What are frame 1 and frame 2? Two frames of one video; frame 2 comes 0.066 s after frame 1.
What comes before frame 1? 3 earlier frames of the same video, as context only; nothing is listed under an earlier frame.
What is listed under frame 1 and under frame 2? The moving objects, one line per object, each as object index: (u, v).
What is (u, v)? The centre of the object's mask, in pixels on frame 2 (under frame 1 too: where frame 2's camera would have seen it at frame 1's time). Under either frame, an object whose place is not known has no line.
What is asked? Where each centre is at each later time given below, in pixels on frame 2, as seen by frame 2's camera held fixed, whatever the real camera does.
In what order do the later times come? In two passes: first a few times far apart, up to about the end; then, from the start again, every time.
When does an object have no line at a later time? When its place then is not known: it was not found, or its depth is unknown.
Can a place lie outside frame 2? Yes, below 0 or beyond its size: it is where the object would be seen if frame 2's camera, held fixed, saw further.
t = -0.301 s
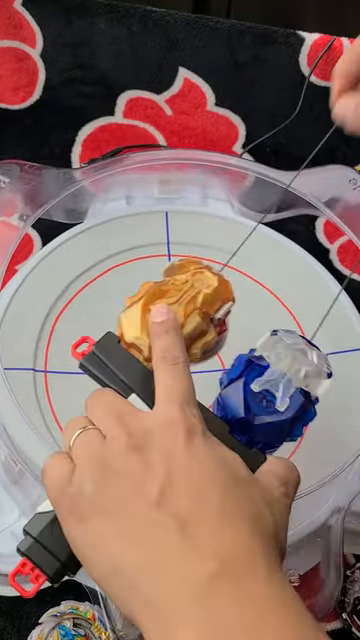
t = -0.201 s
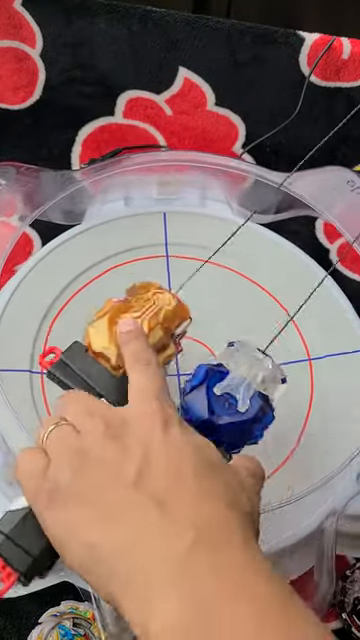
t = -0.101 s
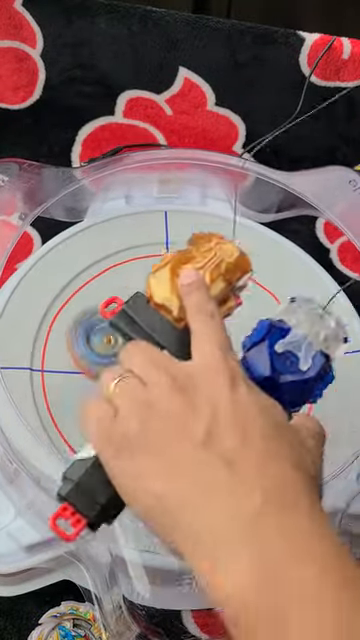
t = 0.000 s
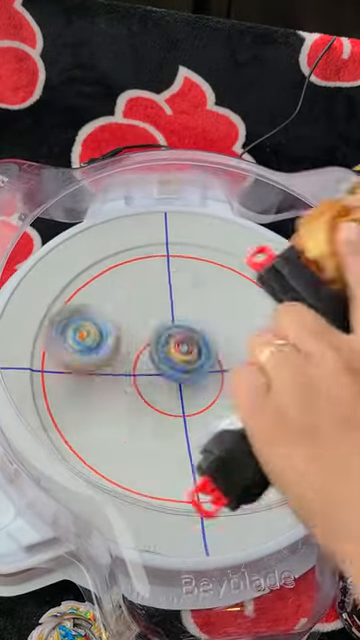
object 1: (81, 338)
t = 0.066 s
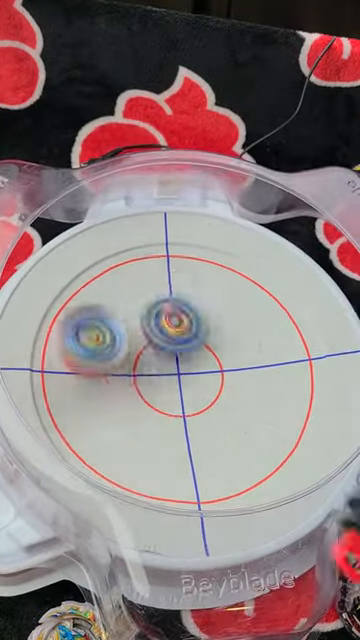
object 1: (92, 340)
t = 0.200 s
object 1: (132, 350)
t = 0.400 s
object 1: (217, 310)
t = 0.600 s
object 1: (224, 259)
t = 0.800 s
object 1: (136, 267)
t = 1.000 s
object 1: (79, 385)
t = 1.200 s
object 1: (252, 480)
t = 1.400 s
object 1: (325, 329)
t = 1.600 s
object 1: (107, 250)
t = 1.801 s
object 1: (175, 491)
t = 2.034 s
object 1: (244, 250)
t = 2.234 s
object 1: (120, 254)
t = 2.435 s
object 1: (99, 412)
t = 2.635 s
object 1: (238, 498)
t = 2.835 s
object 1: (336, 412)
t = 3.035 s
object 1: (300, 318)
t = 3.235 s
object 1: (107, 273)
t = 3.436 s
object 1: (29, 345)
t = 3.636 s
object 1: (196, 441)
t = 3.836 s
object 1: (322, 392)
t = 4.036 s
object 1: (275, 273)
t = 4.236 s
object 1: (117, 234)
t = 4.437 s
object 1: (47, 387)
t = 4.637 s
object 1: (237, 481)
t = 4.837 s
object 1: (324, 321)
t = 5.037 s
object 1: (205, 243)
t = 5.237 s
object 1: (124, 314)
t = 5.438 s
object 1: (181, 439)
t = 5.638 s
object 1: (278, 437)
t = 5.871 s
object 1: (298, 336)
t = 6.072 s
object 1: (251, 294)
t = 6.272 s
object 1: (214, 361)
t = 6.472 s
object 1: (195, 434)
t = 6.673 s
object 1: (197, 437)
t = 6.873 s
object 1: (194, 417)
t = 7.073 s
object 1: (155, 389)
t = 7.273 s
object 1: (100, 351)
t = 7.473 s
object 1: (90, 345)
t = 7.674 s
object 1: (155, 337)
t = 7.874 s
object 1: (203, 269)
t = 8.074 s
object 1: (195, 257)
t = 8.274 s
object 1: (193, 315)
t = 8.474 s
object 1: (232, 401)
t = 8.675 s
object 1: (275, 420)
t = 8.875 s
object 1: (235, 378)
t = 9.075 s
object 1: (137, 338)
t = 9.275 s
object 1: (69, 346)
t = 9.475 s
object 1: (114, 373)
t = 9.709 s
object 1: (177, 323)
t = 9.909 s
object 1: (163, 273)
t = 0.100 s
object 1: (100, 344)
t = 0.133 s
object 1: (109, 347)
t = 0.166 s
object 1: (120, 348)
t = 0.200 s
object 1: (132, 350)
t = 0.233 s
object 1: (148, 347)
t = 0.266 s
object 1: (163, 342)
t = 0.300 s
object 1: (179, 337)
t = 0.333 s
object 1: (193, 330)
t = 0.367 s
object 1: (207, 320)
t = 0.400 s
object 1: (217, 310)
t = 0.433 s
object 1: (226, 300)
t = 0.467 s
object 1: (231, 289)
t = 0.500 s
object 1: (235, 280)
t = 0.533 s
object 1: (234, 272)
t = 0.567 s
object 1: (230, 265)
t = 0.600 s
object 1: (224, 259)
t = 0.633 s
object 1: (215, 256)
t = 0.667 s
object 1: (205, 254)
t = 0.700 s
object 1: (191, 254)
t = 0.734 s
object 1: (174, 256)
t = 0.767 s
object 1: (157, 259)
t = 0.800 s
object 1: (136, 267)
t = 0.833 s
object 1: (116, 279)
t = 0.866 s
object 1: (99, 294)
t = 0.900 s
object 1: (87, 314)
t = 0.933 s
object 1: (80, 336)
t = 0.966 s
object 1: (79, 361)
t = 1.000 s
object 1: (79, 385)
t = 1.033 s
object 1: (87, 412)
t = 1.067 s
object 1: (106, 440)
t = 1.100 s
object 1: (135, 456)
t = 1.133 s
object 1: (186, 483)
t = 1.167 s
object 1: (219, 489)
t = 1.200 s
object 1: (252, 480)
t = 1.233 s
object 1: (275, 470)
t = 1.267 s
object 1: (302, 454)
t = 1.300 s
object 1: (321, 427)
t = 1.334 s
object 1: (325, 397)
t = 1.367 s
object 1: (331, 366)
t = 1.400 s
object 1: (325, 329)
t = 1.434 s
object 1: (307, 301)
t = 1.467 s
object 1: (282, 268)
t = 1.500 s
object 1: (241, 246)
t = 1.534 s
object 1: (201, 237)
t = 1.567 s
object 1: (153, 233)
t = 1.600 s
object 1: (107, 250)
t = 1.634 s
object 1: (70, 275)
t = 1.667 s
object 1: (43, 322)
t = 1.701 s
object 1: (41, 372)
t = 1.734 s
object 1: (70, 423)
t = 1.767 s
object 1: (114, 461)
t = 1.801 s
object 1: (175, 491)
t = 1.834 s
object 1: (237, 490)
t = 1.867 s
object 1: (287, 462)
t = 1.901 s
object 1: (321, 416)
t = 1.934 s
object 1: (327, 367)
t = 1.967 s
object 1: (316, 320)
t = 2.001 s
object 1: (288, 274)
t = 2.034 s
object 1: (244, 250)
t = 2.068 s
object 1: (225, 221)
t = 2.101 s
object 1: (204, 200)
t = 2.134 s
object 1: (178, 210)
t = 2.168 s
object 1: (158, 220)
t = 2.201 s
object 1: (141, 233)
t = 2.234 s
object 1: (120, 254)
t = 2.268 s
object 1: (106, 273)
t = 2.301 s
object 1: (93, 298)
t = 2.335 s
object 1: (89, 323)
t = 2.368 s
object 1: (88, 352)
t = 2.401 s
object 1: (91, 382)
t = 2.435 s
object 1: (99, 412)
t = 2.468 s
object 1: (113, 440)
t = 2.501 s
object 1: (133, 464)
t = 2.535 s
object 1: (156, 486)
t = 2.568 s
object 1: (184, 498)
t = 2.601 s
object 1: (210, 499)
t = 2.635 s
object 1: (238, 498)
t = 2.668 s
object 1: (266, 494)
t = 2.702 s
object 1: (292, 486)
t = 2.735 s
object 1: (311, 470)
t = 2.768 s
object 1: (324, 452)
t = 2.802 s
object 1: (331, 431)
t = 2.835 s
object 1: (336, 412)
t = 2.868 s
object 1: (339, 394)
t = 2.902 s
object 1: (340, 377)
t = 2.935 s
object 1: (338, 361)
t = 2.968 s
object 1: (333, 344)
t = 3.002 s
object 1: (323, 330)
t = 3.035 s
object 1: (300, 318)
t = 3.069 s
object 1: (272, 306)
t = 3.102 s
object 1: (241, 294)
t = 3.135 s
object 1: (209, 286)
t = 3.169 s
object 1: (174, 279)
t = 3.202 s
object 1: (140, 274)
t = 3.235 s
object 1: (107, 273)
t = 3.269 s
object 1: (78, 275)
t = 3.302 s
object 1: (51, 281)
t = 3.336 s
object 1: (35, 291)
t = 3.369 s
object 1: (26, 309)
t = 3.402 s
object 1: (21, 326)
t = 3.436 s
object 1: (29, 345)
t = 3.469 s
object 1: (41, 366)
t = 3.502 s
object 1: (69, 383)
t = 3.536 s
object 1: (97, 403)
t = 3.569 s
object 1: (129, 421)
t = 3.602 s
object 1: (164, 434)
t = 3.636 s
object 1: (196, 441)
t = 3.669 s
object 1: (222, 445)
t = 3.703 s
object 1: (249, 446)
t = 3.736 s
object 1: (275, 436)
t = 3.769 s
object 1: (294, 425)
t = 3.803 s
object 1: (311, 411)
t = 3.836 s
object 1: (322, 392)
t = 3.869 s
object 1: (324, 371)
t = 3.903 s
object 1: (325, 351)
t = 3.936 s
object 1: (321, 329)
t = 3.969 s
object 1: (307, 309)
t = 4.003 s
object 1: (293, 291)
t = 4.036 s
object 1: (275, 273)
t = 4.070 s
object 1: (250, 259)
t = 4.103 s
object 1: (226, 246)
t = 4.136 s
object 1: (201, 234)
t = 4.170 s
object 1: (171, 227)
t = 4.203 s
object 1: (144, 226)
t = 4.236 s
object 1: (117, 234)
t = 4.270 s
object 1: (94, 249)
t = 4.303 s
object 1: (77, 272)
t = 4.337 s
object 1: (57, 293)
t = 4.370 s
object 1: (42, 324)
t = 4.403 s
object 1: (41, 354)
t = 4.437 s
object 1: (47, 387)
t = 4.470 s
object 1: (69, 419)
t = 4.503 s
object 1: (92, 445)
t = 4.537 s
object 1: (123, 473)
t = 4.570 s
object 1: (159, 486)
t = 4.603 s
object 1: (199, 492)
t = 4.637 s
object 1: (237, 481)
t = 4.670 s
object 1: (274, 470)
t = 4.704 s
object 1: (304, 446)
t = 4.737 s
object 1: (324, 420)
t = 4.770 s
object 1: (330, 386)
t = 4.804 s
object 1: (330, 355)
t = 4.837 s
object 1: (324, 321)
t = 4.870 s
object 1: (304, 293)
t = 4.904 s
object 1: (282, 266)
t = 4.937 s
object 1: (259, 251)
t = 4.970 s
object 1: (244, 242)
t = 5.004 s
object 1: (226, 243)
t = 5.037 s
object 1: (205, 243)
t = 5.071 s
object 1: (187, 245)
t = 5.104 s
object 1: (167, 253)
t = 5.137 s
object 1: (147, 261)
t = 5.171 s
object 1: (138, 276)
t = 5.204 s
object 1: (128, 294)
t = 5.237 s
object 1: (124, 314)
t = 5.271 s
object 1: (129, 338)
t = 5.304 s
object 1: (132, 361)
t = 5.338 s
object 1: (141, 382)
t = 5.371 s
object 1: (153, 406)
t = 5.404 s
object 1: (166, 424)
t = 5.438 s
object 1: (181, 439)
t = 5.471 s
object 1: (201, 449)
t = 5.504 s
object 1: (218, 458)
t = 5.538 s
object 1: (234, 459)
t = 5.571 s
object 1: (253, 453)
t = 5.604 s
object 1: (267, 447)
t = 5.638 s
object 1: (278, 437)
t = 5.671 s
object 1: (289, 419)
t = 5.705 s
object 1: (298, 406)
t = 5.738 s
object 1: (301, 392)
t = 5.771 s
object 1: (301, 375)
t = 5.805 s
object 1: (298, 361)
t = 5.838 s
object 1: (298, 347)
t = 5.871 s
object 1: (298, 336)
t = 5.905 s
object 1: (291, 325)
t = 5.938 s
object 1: (283, 315)
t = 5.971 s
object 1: (282, 307)
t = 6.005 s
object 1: (276, 302)
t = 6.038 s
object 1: (264, 298)
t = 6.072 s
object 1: (251, 294)
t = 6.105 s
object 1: (243, 300)
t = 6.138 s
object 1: (239, 308)
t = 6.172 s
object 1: (234, 319)
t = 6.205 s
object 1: (227, 332)
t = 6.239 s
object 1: (220, 346)
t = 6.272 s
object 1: (214, 361)
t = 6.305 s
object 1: (207, 375)
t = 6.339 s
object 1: (203, 389)
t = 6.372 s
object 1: (199, 402)
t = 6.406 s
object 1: (197, 414)
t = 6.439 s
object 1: (195, 425)
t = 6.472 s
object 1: (195, 434)
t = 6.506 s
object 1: (194, 440)
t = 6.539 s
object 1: (194, 445)
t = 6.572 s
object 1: (195, 446)
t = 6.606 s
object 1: (195, 445)
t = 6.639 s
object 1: (196, 442)
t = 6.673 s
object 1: (197, 437)
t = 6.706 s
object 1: (198, 430)
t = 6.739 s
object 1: (200, 423)
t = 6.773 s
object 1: (200, 419)
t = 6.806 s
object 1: (198, 419)
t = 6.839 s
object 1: (196, 418)
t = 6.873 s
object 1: (194, 417)
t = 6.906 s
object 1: (190, 414)
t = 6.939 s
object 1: (186, 410)
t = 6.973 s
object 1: (180, 406)
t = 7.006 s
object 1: (172, 401)
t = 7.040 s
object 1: (164, 396)
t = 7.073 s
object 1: (155, 389)
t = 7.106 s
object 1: (145, 382)
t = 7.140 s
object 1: (136, 375)
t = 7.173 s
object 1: (126, 368)
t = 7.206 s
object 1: (116, 361)
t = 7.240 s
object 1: (108, 355)
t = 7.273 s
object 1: (100, 351)
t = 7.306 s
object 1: (94, 348)
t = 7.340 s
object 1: (89, 345)
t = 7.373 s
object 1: (86, 344)
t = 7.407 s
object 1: (85, 344)
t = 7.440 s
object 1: (87, 344)
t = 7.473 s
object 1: (90, 345)
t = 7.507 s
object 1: (97, 346)
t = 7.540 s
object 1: (106, 346)
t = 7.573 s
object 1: (116, 346)
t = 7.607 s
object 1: (127, 345)
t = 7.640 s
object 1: (140, 343)
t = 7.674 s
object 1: (155, 337)
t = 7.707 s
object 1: (166, 327)
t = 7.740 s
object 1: (176, 314)
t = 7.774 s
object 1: (185, 301)
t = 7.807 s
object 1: (193, 289)
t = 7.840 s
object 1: (198, 278)
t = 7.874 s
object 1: (203, 269)
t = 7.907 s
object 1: (204, 261)
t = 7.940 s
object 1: (204, 256)
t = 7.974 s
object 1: (202, 254)
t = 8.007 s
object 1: (200, 253)
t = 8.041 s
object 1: (198, 255)
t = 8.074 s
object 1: (195, 257)
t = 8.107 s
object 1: (194, 262)
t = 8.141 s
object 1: (192, 268)
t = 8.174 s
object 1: (191, 276)
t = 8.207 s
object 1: (190, 287)
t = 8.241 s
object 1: (190, 300)
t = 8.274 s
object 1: (193, 315)
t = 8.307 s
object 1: (197, 332)
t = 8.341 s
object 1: (202, 348)
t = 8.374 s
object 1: (209, 362)
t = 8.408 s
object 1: (216, 376)
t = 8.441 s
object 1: (224, 389)
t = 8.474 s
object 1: (232, 401)
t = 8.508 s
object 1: (240, 413)
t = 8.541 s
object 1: (249, 420)
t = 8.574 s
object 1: (258, 424)
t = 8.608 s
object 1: (266, 426)
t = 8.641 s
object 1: (272, 423)
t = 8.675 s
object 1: (275, 420)
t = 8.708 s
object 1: (273, 416)
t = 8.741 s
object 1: (271, 410)
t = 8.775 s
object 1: (267, 404)
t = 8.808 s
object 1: (260, 396)
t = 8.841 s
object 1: (250, 387)
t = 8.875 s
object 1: (235, 378)
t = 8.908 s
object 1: (219, 369)
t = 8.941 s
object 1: (203, 361)
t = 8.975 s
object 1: (187, 354)
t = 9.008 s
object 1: (171, 348)
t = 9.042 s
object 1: (154, 342)
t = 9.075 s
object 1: (137, 338)
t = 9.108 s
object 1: (119, 334)
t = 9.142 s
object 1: (104, 334)
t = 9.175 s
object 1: (92, 336)
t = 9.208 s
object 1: (83, 338)
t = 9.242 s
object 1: (75, 341)
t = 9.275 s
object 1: (69, 346)
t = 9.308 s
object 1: (69, 352)
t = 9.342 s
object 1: (73, 360)
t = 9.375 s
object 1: (82, 363)
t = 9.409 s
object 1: (91, 366)
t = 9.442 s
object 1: (101, 369)
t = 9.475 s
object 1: (114, 373)
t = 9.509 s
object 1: (131, 373)
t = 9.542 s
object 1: (148, 369)
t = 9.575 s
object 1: (163, 365)
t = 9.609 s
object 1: (173, 356)
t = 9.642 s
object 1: (178, 348)
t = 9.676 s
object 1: (180, 335)
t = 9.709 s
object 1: (177, 323)
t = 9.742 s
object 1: (176, 313)
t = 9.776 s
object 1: (173, 305)
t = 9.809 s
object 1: (171, 293)
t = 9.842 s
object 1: (165, 283)
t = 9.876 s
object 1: (163, 278)
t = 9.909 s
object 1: (163, 273)
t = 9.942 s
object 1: (161, 268)
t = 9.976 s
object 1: (158, 268)
